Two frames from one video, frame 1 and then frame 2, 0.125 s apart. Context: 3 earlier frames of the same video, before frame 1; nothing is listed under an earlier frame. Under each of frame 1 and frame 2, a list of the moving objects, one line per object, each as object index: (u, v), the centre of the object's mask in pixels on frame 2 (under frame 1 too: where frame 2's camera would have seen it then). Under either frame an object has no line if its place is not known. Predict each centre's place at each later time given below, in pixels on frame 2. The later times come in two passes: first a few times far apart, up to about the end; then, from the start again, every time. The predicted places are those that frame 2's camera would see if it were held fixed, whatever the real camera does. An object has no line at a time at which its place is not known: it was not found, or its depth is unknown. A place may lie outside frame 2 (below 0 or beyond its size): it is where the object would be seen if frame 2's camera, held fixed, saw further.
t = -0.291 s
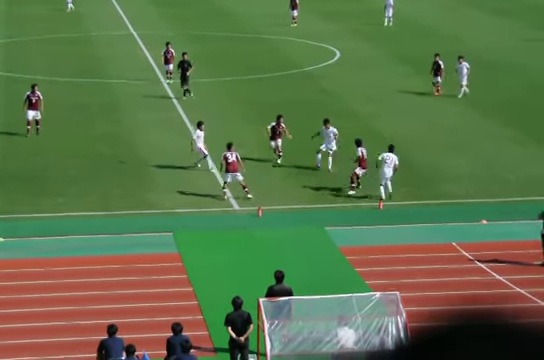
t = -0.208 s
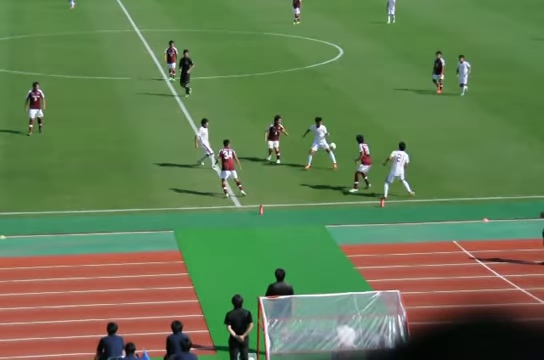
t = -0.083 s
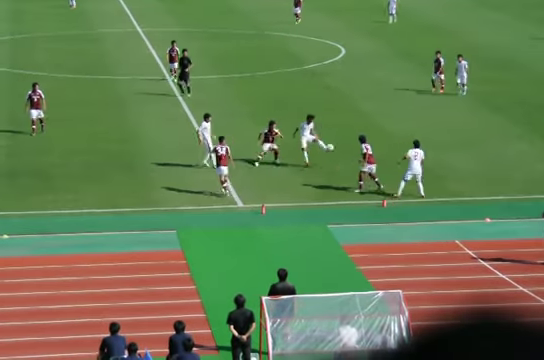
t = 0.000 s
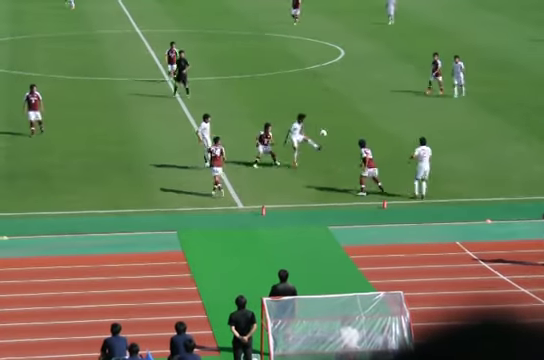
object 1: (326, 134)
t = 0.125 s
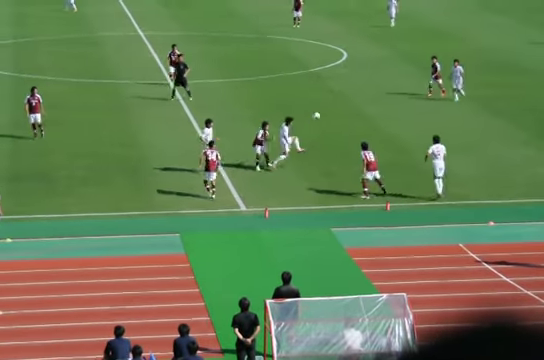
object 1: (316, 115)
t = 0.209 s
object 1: (310, 104)
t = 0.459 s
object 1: (291, 85)
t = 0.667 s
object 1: (277, 85)
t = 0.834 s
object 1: (266, 93)
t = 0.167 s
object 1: (314, 109)
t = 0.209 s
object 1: (310, 104)
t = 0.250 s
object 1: (305, 99)
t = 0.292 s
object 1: (303, 95)
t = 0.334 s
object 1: (300, 92)
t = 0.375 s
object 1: (297, 88)
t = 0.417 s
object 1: (294, 87)
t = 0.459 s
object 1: (291, 85)
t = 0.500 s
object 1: (288, 84)
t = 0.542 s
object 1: (286, 84)
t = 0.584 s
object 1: (283, 84)
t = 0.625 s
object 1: (280, 84)
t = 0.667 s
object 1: (277, 85)
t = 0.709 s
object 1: (275, 87)
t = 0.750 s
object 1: (272, 88)
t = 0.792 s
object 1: (269, 90)
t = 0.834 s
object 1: (266, 93)
